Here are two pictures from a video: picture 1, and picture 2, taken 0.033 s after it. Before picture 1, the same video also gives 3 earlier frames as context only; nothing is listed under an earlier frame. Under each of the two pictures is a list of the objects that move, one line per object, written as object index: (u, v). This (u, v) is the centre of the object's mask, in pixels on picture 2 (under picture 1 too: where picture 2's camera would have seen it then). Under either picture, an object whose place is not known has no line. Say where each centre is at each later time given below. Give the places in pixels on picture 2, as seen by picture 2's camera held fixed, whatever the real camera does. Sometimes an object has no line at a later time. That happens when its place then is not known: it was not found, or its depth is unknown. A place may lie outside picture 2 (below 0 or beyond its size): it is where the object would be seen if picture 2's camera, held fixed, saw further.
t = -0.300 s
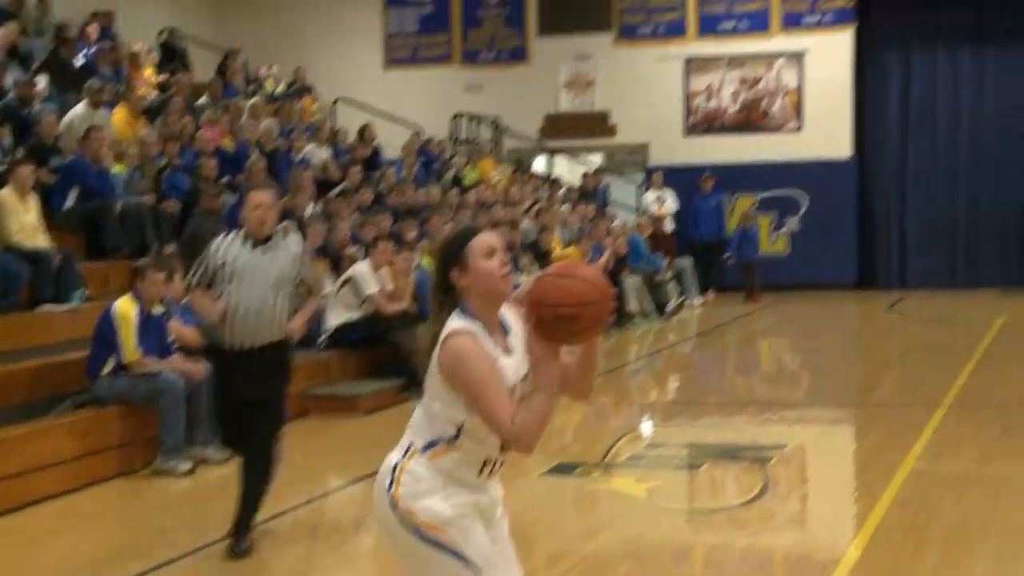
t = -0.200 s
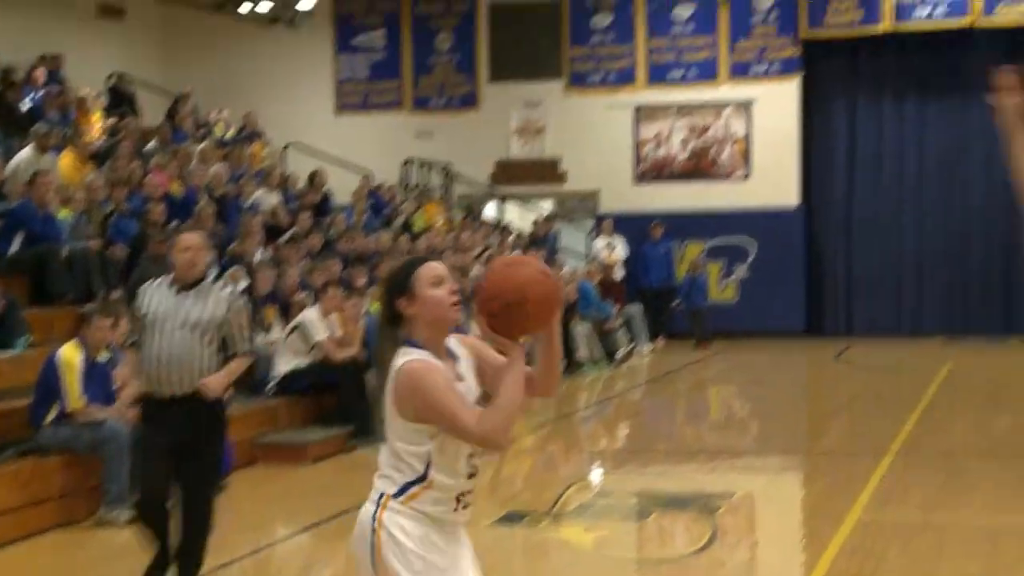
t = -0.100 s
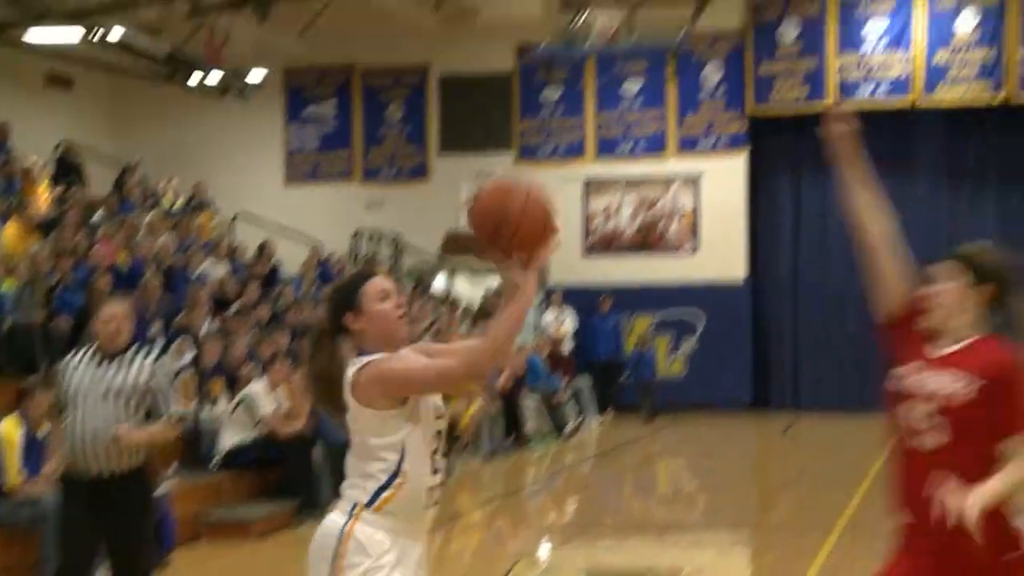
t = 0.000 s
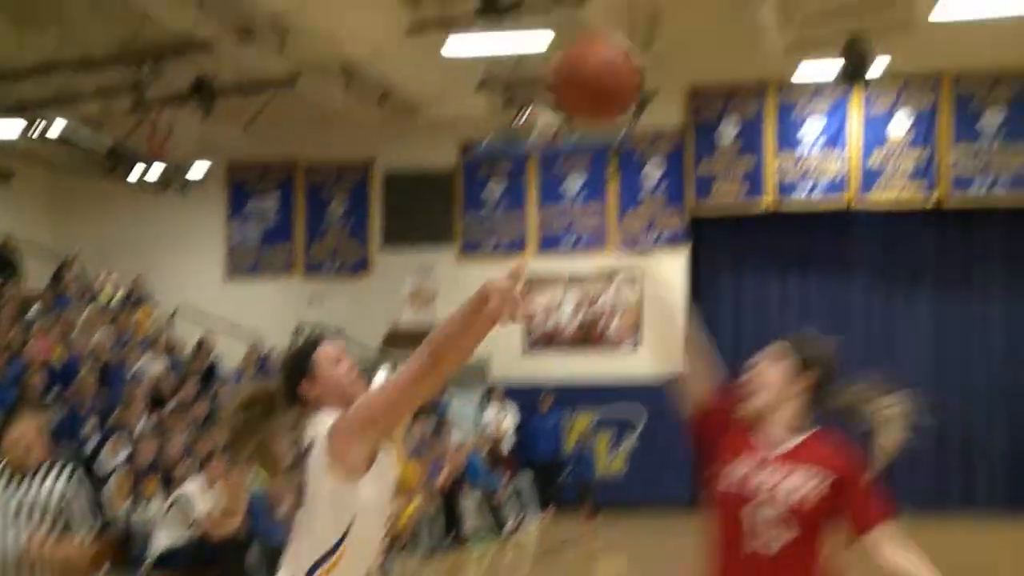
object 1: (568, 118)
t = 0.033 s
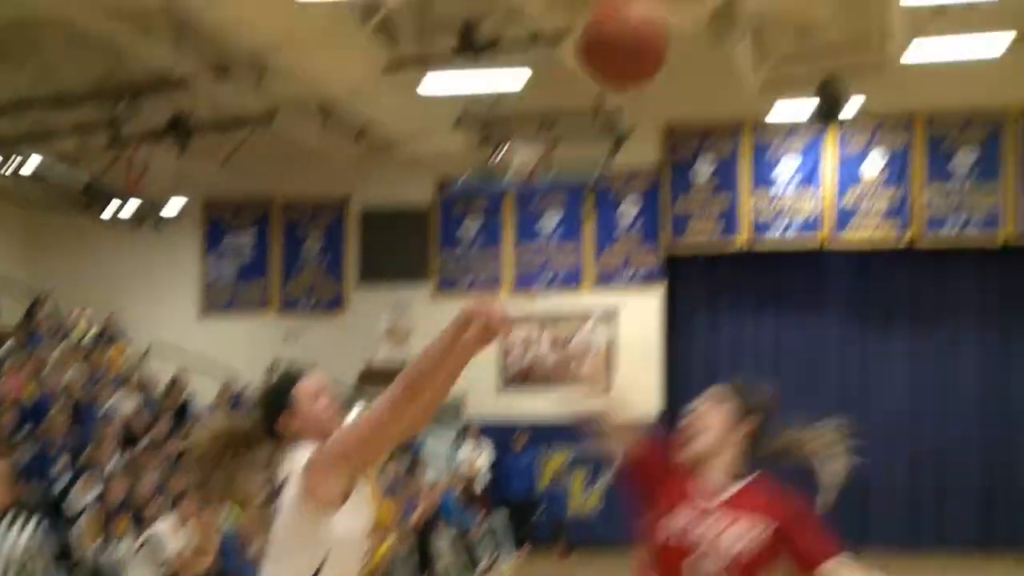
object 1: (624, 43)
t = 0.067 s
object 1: (678, -18)
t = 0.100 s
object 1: (735, -76)
